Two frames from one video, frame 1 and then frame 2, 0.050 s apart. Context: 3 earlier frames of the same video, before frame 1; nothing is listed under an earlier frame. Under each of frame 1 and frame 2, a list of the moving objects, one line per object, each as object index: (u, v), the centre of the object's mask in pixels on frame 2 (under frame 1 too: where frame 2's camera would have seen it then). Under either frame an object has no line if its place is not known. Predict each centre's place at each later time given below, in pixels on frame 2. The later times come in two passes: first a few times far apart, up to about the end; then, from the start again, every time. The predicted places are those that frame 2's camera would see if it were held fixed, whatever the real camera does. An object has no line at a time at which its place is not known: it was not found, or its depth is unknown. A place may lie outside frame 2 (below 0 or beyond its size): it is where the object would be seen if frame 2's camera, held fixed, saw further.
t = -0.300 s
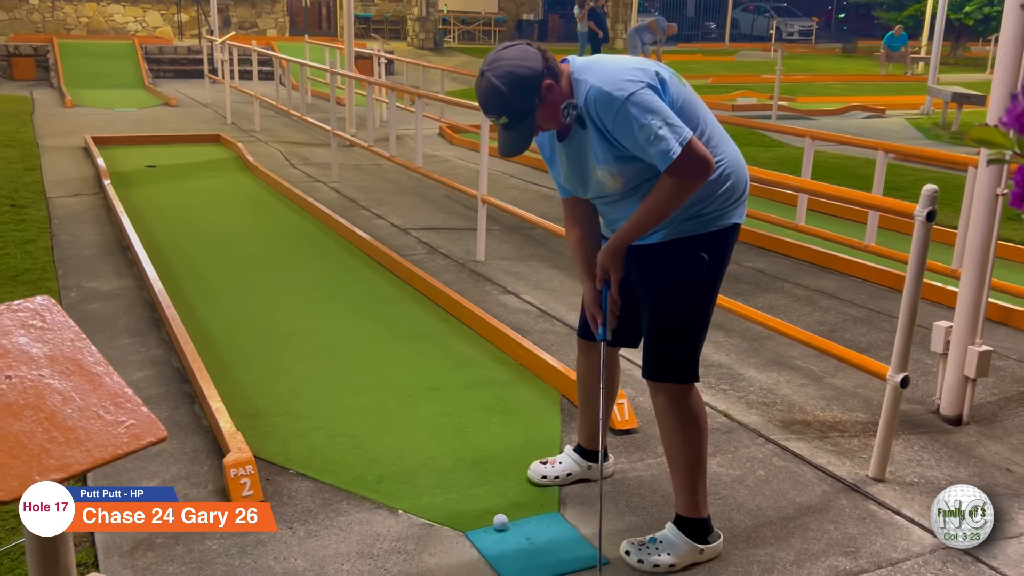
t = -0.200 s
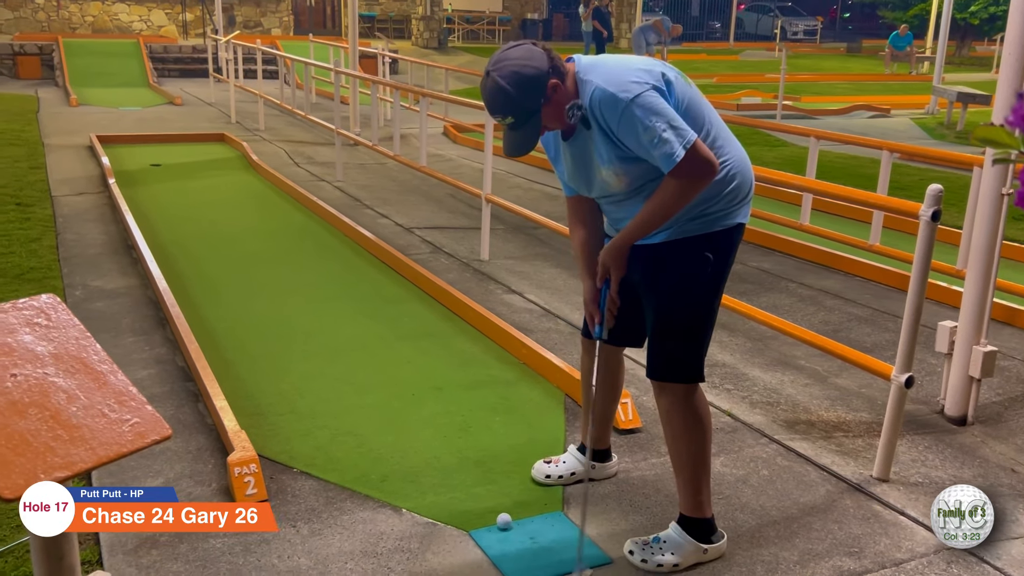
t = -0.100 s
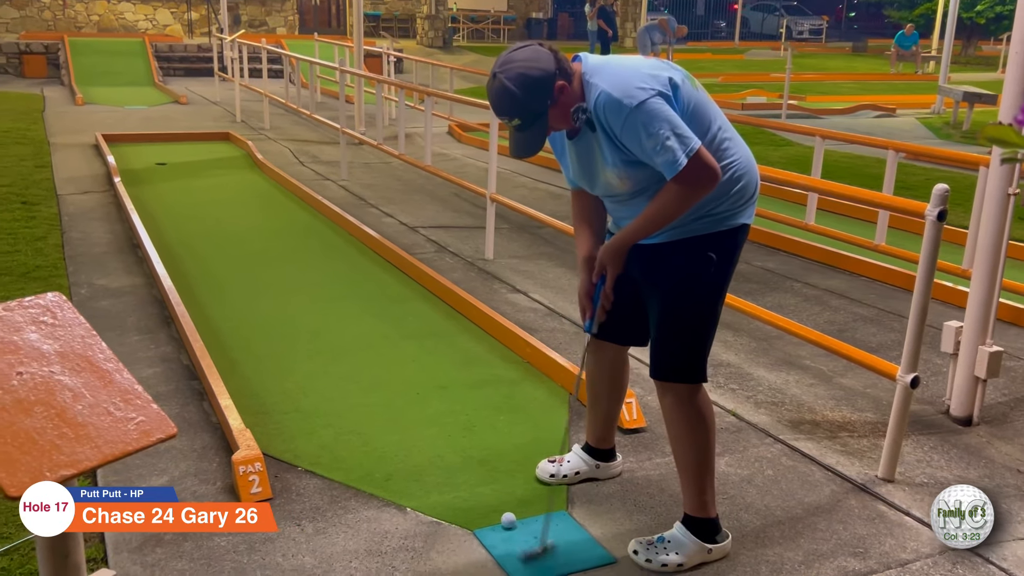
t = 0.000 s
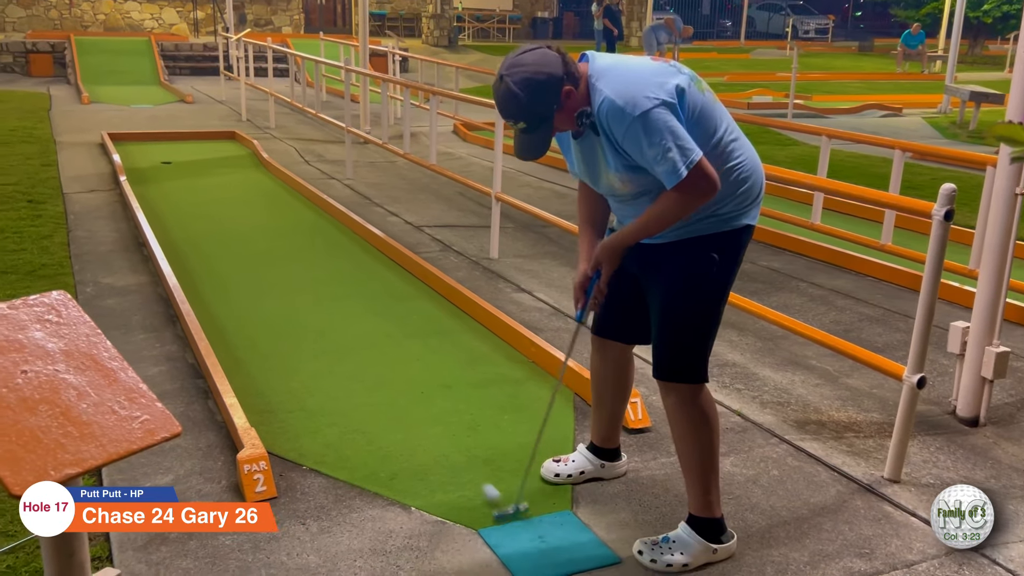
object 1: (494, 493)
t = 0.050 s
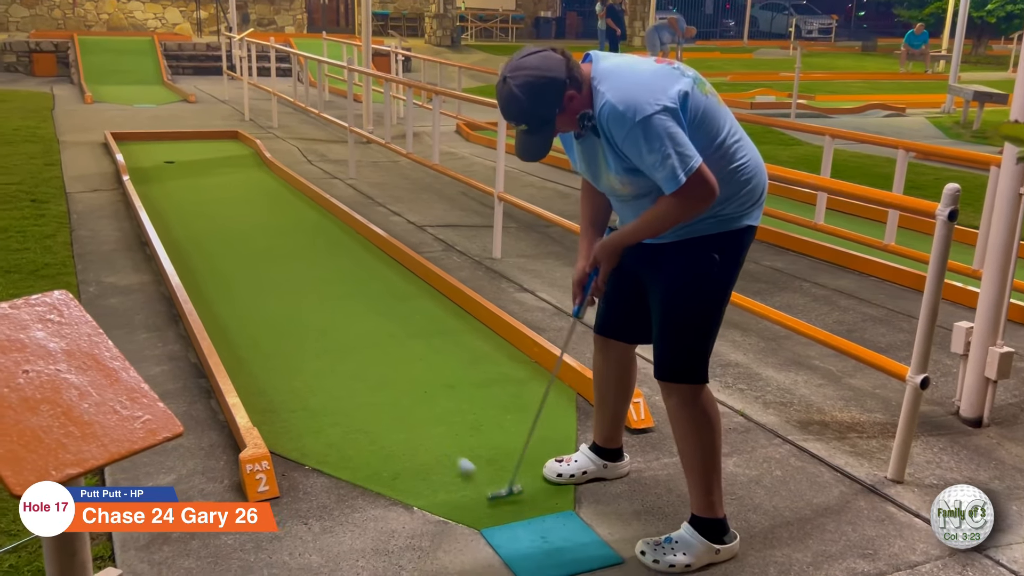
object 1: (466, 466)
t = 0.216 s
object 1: (396, 401)
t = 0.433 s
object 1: (341, 351)
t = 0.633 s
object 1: (307, 318)
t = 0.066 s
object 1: (457, 459)
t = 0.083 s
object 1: (449, 452)
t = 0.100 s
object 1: (441, 443)
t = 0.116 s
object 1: (434, 436)
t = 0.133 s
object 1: (427, 430)
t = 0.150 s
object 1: (420, 424)
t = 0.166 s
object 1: (414, 419)
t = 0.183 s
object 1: (408, 413)
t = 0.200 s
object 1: (402, 407)
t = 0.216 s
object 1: (396, 401)
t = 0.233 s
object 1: (391, 397)
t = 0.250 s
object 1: (386, 392)
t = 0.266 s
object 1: (381, 388)
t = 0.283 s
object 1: (376, 383)
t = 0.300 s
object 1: (371, 379)
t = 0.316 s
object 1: (367, 376)
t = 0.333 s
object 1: (363, 372)
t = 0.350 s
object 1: (359, 368)
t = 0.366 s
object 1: (355, 364)
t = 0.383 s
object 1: (352, 361)
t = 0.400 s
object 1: (348, 358)
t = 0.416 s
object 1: (344, 355)
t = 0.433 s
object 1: (341, 351)
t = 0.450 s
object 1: (338, 348)
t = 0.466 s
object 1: (335, 345)
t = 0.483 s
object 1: (332, 342)
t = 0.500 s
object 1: (329, 339)
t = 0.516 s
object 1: (326, 336)
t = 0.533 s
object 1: (323, 334)
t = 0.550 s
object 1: (320, 331)
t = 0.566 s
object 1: (317, 328)
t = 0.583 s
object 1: (314, 325)
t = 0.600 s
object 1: (312, 323)
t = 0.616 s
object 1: (309, 320)
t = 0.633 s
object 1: (307, 318)
